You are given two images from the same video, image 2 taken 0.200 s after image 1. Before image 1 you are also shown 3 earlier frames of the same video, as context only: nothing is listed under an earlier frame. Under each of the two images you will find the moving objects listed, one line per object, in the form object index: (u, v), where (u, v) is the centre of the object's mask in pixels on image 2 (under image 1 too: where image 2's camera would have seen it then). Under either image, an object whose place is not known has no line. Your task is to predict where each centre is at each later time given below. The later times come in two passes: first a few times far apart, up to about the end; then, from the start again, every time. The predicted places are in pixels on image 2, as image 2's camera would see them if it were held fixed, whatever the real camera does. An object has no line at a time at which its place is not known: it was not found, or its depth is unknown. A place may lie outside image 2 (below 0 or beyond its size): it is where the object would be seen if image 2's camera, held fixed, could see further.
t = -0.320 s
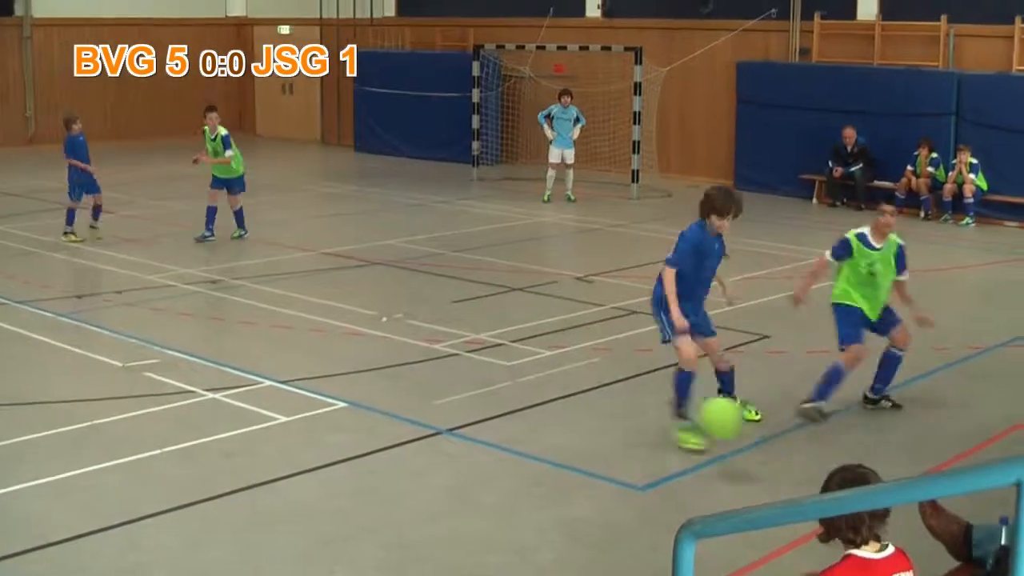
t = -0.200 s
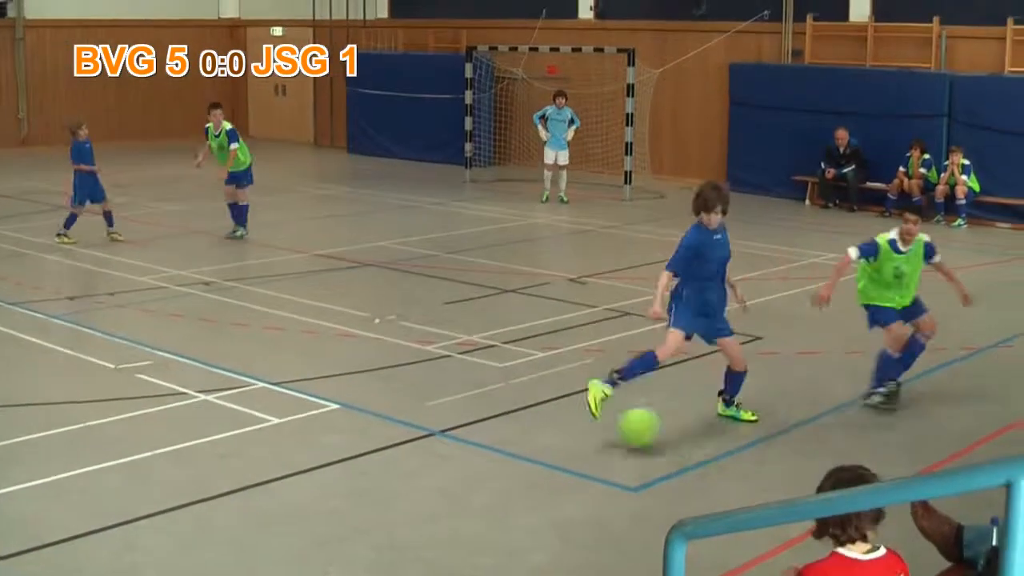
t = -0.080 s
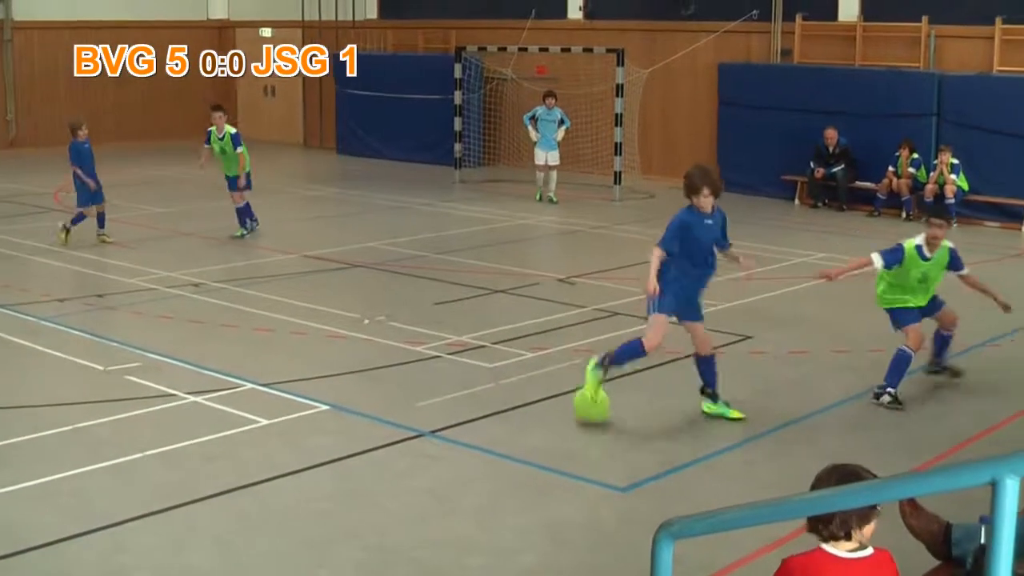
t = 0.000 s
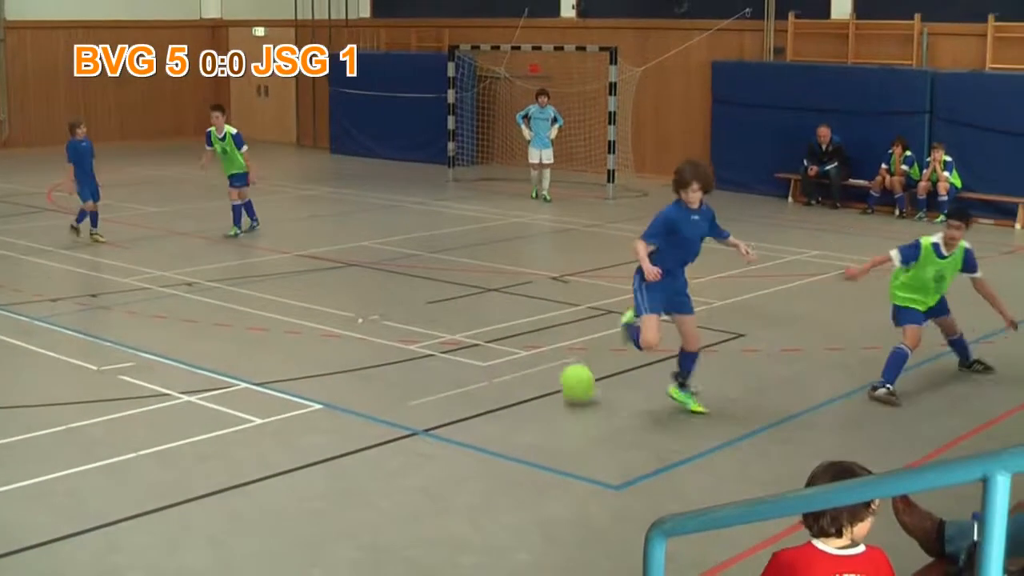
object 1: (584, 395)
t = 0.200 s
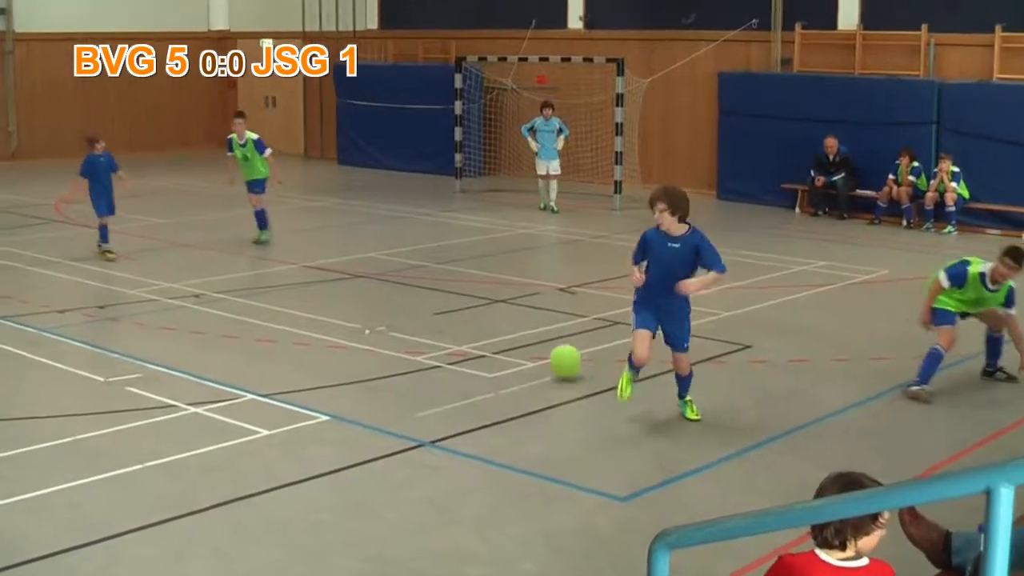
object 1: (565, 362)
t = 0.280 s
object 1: (556, 354)
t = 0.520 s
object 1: (528, 326)
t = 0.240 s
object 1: (560, 356)
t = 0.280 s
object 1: (556, 354)
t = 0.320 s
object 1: (551, 347)
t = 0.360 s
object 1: (547, 342)
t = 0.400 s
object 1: (543, 337)
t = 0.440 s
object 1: (538, 335)
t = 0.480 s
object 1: (534, 330)
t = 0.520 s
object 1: (528, 326)
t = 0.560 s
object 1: (523, 324)
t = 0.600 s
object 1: (518, 320)
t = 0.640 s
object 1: (513, 317)
